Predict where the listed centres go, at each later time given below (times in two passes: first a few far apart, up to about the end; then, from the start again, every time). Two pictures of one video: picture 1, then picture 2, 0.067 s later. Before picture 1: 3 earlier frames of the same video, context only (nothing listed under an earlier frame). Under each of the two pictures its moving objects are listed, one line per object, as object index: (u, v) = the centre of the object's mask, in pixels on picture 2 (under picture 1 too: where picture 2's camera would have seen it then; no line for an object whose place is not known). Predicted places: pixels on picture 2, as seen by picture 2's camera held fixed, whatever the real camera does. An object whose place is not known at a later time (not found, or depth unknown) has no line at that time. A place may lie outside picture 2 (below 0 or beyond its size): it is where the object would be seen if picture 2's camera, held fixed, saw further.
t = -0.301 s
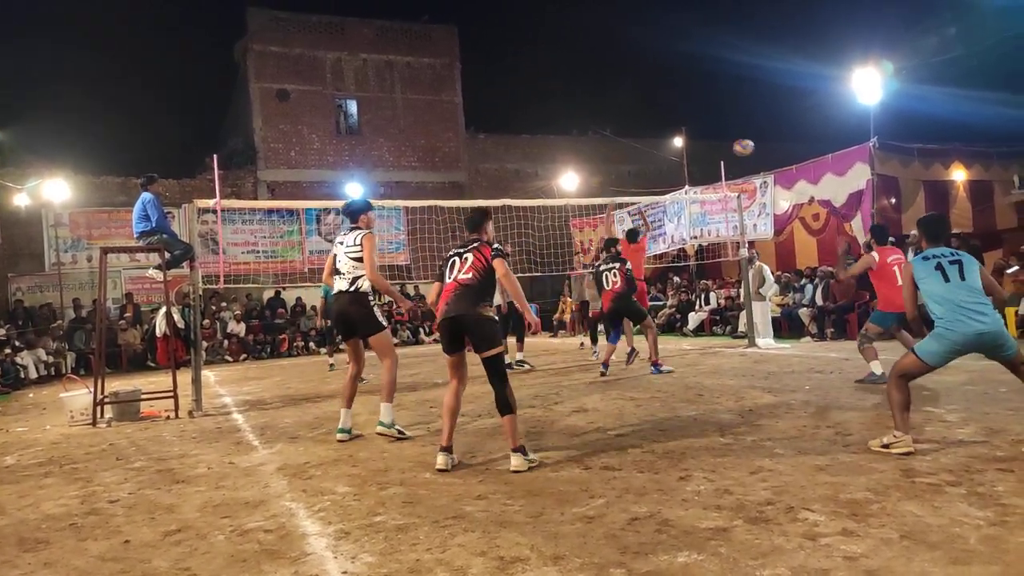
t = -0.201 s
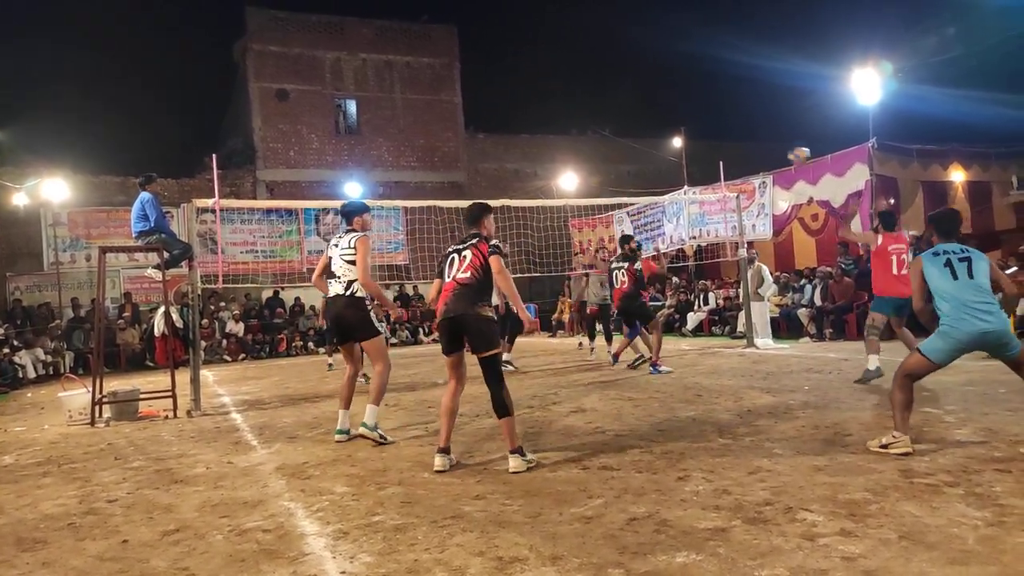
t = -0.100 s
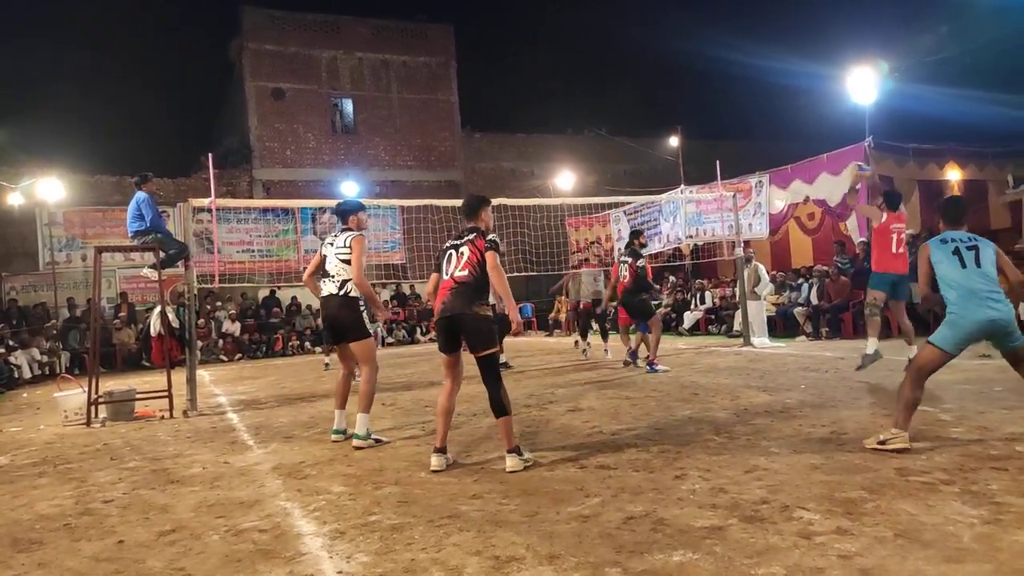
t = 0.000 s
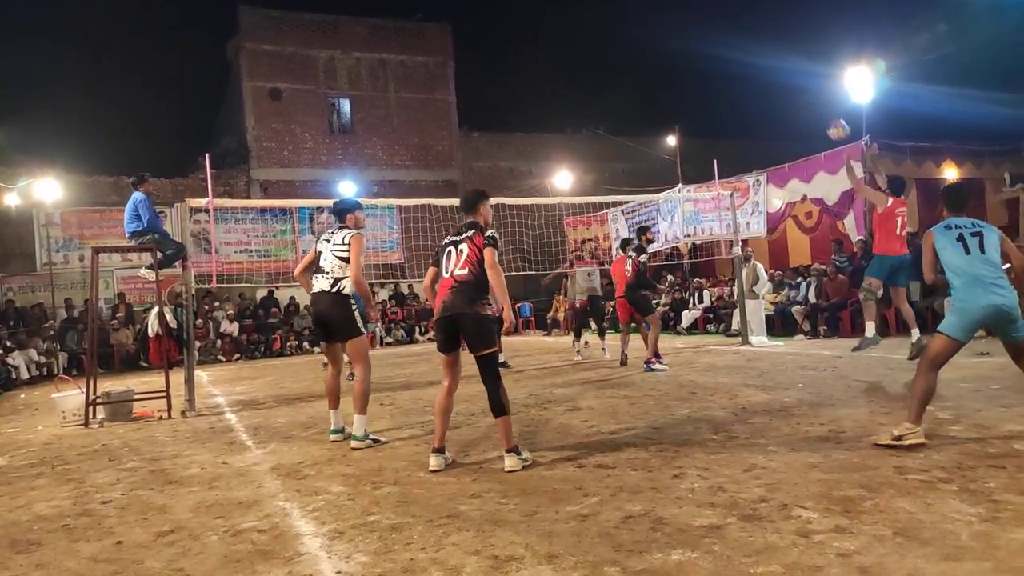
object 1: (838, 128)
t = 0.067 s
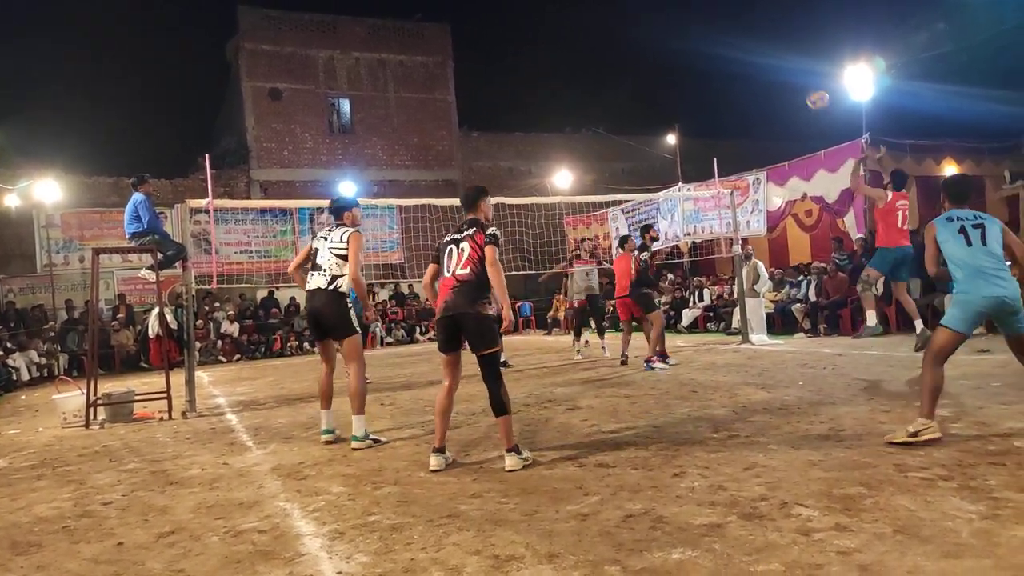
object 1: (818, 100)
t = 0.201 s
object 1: (779, 56)
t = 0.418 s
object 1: (719, 20)
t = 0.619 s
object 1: (672, 22)
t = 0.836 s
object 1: (628, 61)
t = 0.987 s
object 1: (602, 107)
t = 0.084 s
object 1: (813, 94)
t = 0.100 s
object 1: (807, 87)
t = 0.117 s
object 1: (802, 81)
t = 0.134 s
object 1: (798, 75)
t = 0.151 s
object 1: (793, 69)
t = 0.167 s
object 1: (788, 64)
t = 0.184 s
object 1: (783, 60)
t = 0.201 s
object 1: (779, 56)
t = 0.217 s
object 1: (774, 52)
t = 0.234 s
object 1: (769, 47)
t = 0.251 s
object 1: (764, 44)
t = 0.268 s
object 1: (759, 40)
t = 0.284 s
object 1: (754, 37)
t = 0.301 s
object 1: (750, 34)
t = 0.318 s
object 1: (745, 31)
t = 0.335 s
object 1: (741, 29)
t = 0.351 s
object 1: (736, 27)
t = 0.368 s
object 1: (732, 24)
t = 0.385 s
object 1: (728, 23)
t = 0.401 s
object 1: (723, 21)
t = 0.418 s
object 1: (719, 20)
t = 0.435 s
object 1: (715, 19)
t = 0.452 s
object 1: (711, 18)
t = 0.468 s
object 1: (706, 18)
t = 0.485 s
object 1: (703, 17)
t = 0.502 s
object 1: (699, 17)
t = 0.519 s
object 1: (695, 17)
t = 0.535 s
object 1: (691, 17)
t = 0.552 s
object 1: (688, 18)
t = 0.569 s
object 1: (683, 19)
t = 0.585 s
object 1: (680, 20)
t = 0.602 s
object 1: (676, 21)
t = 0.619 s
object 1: (672, 22)
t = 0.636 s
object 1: (668, 24)
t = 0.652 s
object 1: (665, 26)
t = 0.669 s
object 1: (661, 28)
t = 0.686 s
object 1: (658, 31)
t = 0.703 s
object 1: (655, 33)
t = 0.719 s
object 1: (651, 36)
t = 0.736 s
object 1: (648, 39)
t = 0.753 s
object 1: (645, 42)
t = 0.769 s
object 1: (641, 45)
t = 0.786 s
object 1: (638, 49)
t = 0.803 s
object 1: (635, 52)
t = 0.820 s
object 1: (631, 56)
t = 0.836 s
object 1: (628, 61)
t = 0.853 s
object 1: (625, 65)
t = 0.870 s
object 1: (622, 69)
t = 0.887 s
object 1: (619, 74)
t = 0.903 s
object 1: (616, 79)
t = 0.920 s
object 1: (613, 84)
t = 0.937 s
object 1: (610, 90)
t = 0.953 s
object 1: (608, 95)
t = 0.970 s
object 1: (605, 101)
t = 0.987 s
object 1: (602, 107)
